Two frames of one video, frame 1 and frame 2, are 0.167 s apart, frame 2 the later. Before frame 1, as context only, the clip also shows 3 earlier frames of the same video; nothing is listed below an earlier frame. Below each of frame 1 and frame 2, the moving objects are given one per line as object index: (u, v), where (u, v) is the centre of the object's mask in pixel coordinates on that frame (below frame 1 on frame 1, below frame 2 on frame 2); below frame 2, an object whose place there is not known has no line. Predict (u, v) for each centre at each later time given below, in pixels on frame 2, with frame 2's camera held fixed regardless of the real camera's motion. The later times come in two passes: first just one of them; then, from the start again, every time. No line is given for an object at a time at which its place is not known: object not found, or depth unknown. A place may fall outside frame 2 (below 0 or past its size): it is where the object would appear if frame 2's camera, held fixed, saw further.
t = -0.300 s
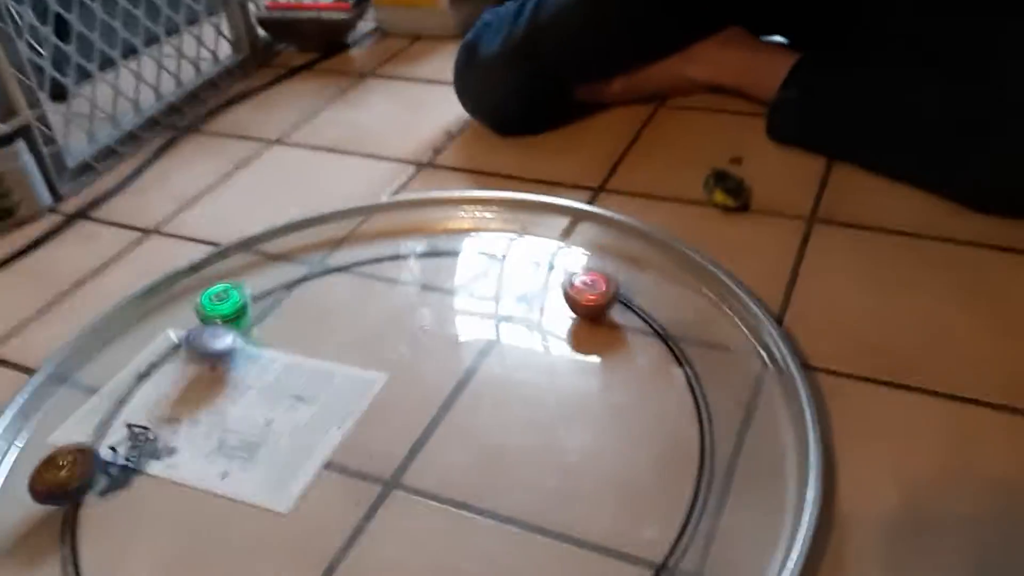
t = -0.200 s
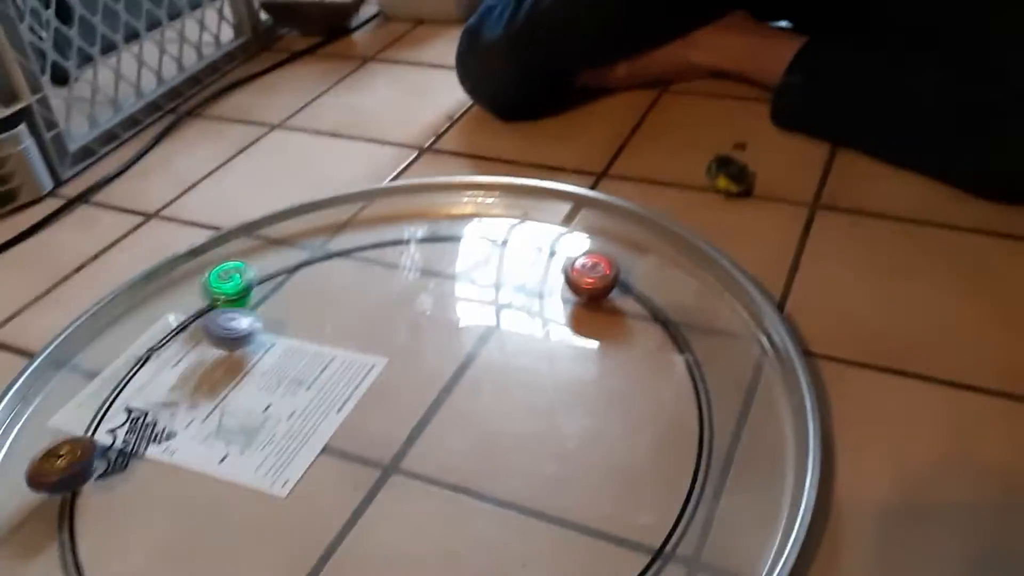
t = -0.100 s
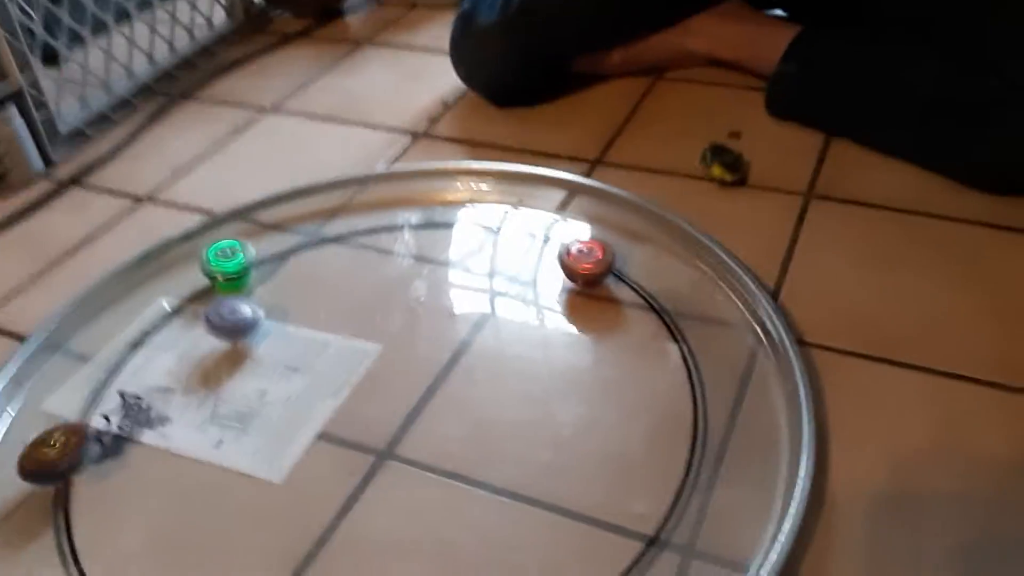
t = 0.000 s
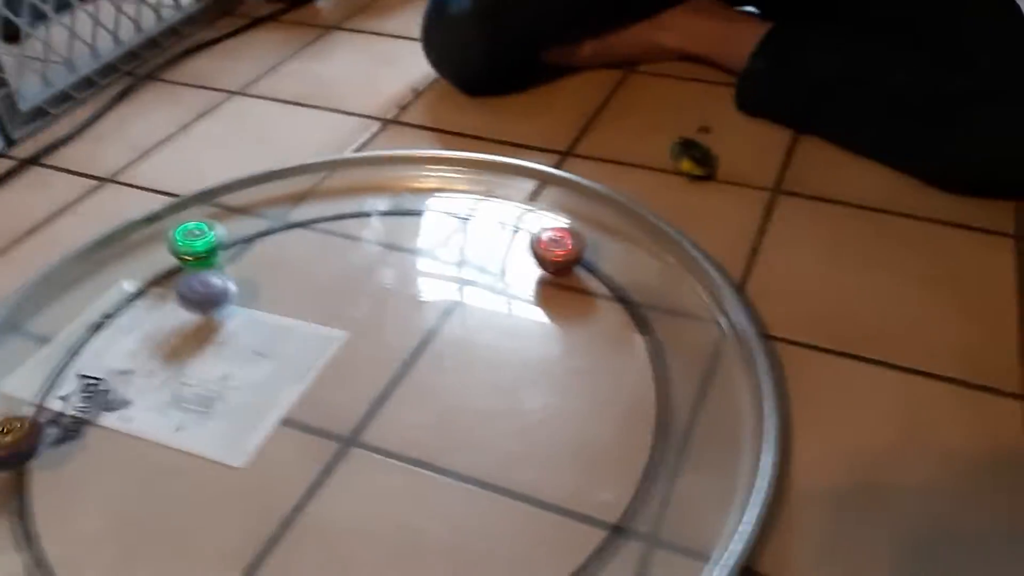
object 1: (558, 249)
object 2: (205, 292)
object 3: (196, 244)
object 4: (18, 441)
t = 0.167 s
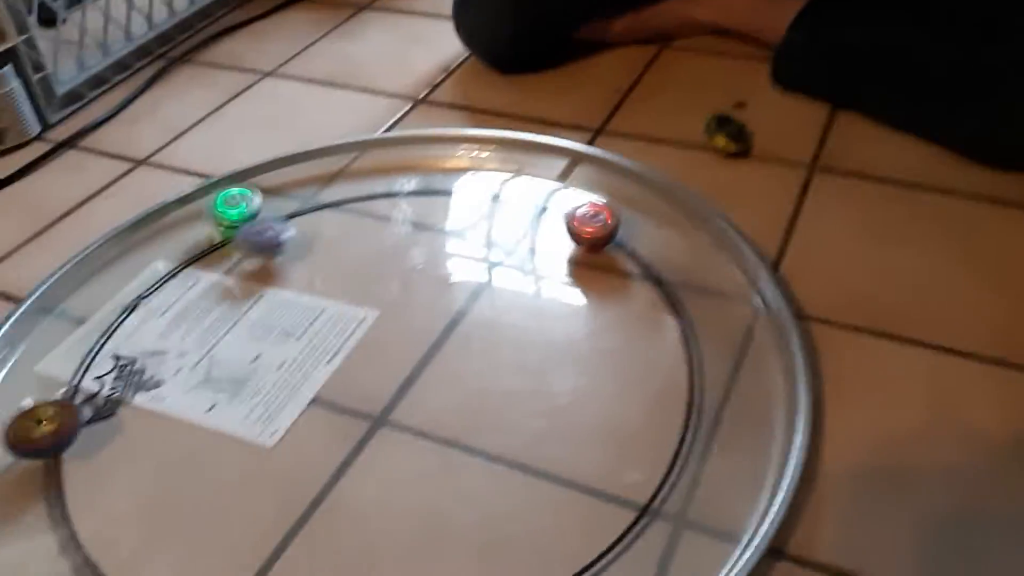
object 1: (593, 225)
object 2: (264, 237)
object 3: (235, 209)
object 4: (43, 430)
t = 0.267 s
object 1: (596, 223)
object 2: (291, 216)
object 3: (241, 202)
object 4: (39, 428)
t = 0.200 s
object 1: (593, 224)
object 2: (273, 233)
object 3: (236, 208)
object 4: (41, 431)
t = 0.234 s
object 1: (593, 225)
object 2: (285, 220)
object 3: (238, 204)
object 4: (43, 429)
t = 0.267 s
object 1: (596, 223)
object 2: (291, 216)
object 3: (241, 202)
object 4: (39, 428)
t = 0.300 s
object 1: (596, 224)
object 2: (303, 208)
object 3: (244, 198)
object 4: (44, 427)
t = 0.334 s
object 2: (312, 205)
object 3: (244, 192)
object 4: (46, 425)
